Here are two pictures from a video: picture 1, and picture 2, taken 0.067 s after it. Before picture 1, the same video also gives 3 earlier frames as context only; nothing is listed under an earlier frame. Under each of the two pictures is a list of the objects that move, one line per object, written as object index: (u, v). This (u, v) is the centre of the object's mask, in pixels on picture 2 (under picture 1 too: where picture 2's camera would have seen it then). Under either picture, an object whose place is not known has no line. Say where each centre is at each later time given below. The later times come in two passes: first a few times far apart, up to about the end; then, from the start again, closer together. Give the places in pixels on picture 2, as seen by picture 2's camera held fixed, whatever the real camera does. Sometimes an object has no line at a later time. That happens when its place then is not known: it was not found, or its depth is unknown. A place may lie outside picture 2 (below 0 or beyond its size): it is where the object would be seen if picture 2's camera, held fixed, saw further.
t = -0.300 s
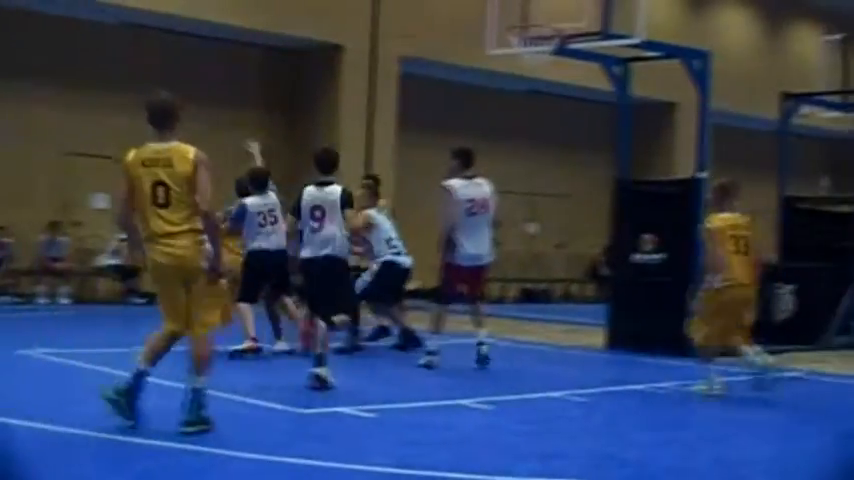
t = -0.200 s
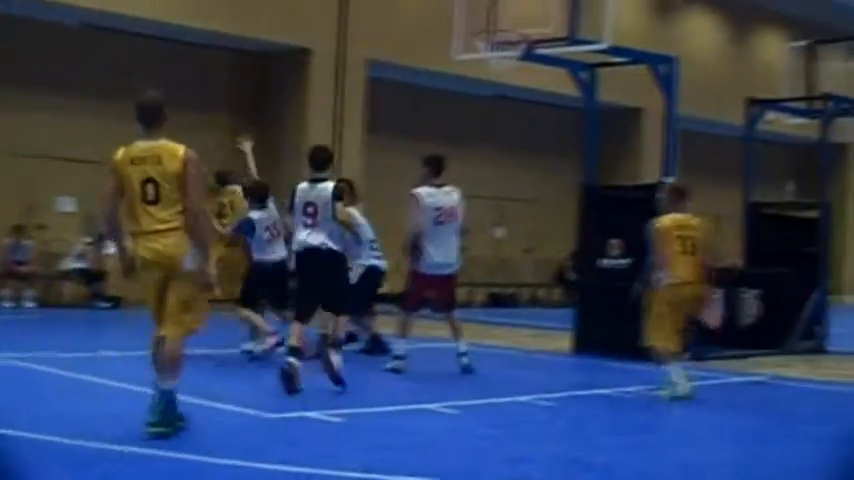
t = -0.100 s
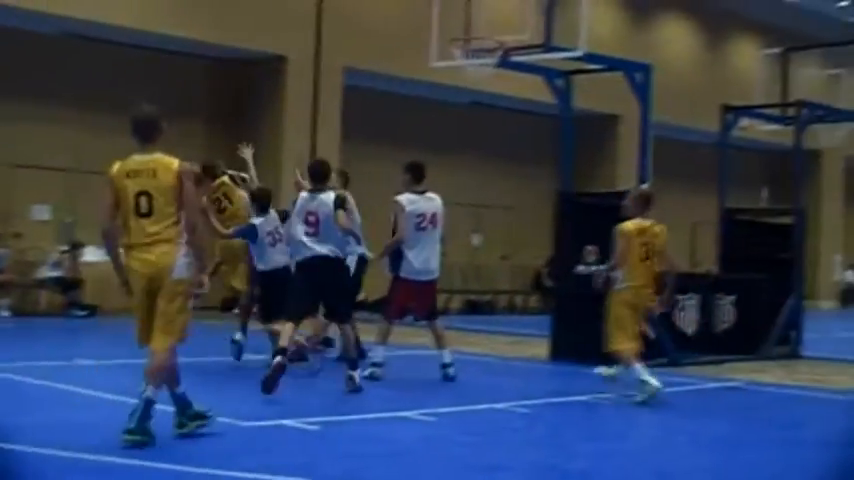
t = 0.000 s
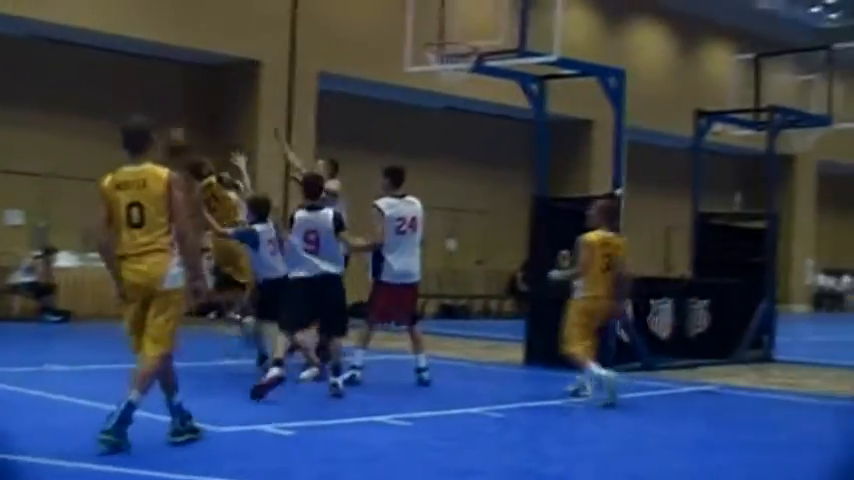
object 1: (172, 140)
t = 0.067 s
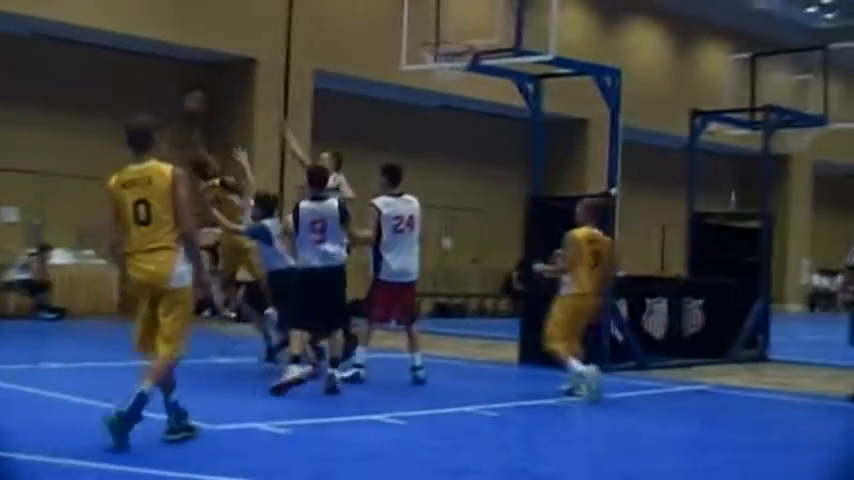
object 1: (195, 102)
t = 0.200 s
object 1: (248, 55)
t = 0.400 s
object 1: (323, 3)
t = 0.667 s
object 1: (416, 1)
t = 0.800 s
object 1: (459, 25)
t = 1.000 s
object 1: (450, 71)
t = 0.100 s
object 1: (206, 84)
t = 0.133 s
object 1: (220, 70)
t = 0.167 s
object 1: (244, 63)
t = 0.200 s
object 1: (248, 55)
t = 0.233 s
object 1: (259, 42)
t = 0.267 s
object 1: (272, 33)
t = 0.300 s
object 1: (285, 21)
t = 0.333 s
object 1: (299, 16)
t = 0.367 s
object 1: (310, 10)
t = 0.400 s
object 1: (323, 3)
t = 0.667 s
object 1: (416, 1)
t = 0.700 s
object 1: (429, 5)
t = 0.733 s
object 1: (440, 12)
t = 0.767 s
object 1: (452, 19)
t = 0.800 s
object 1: (459, 25)
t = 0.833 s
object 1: (458, 30)
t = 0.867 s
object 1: (457, 35)
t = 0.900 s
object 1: (455, 44)
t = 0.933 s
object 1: (453, 52)
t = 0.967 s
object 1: (451, 59)
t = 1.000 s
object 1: (450, 71)
